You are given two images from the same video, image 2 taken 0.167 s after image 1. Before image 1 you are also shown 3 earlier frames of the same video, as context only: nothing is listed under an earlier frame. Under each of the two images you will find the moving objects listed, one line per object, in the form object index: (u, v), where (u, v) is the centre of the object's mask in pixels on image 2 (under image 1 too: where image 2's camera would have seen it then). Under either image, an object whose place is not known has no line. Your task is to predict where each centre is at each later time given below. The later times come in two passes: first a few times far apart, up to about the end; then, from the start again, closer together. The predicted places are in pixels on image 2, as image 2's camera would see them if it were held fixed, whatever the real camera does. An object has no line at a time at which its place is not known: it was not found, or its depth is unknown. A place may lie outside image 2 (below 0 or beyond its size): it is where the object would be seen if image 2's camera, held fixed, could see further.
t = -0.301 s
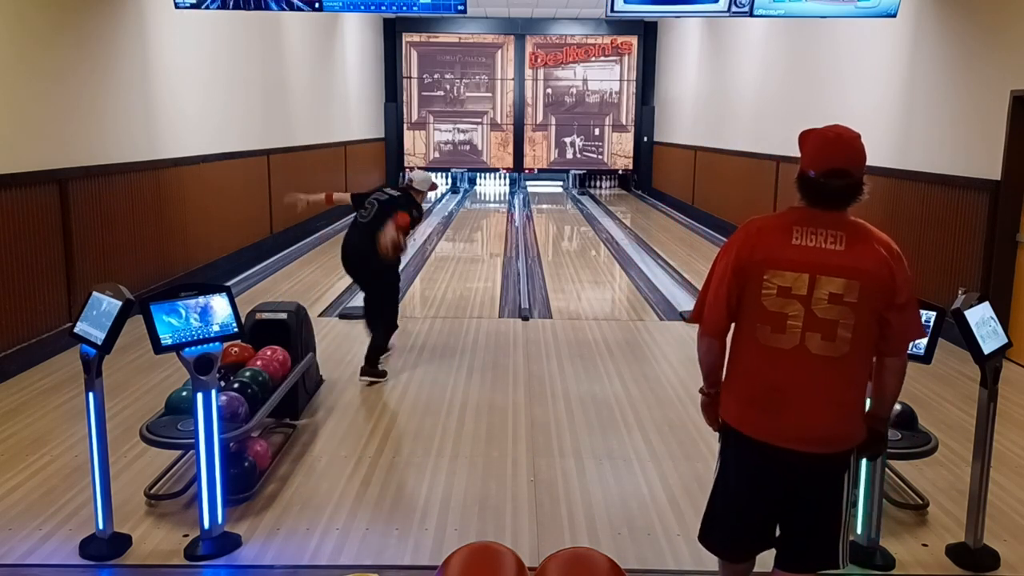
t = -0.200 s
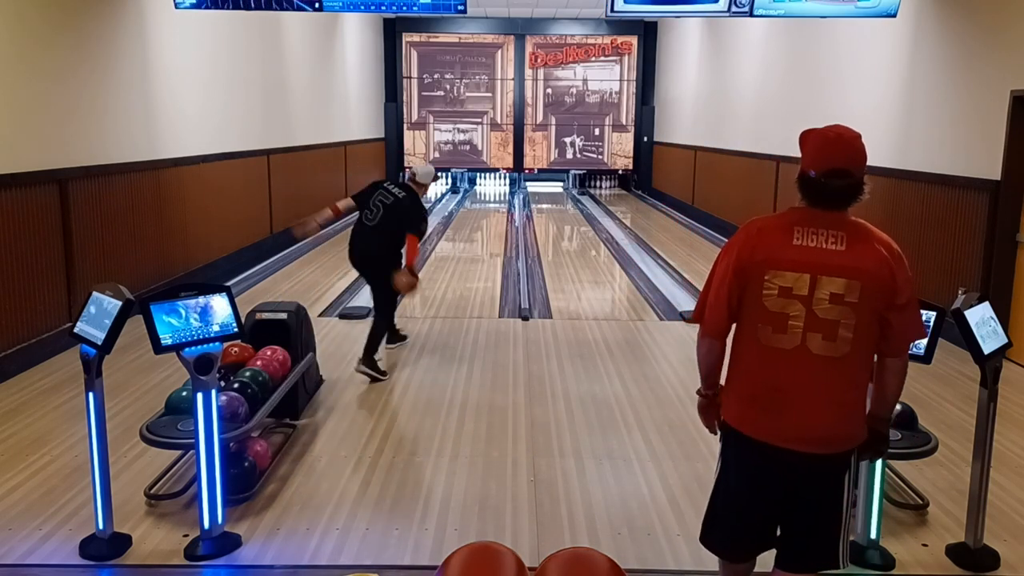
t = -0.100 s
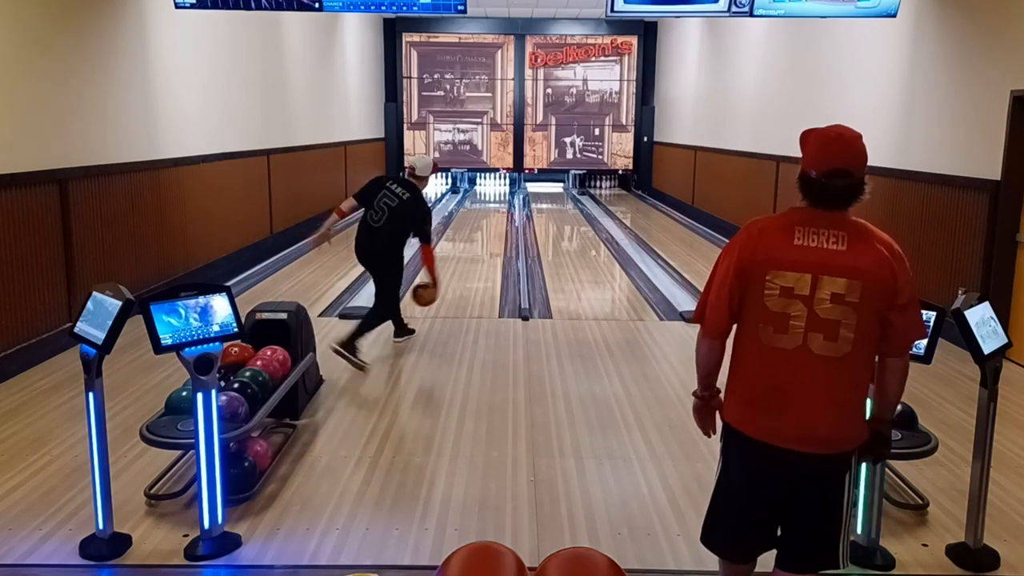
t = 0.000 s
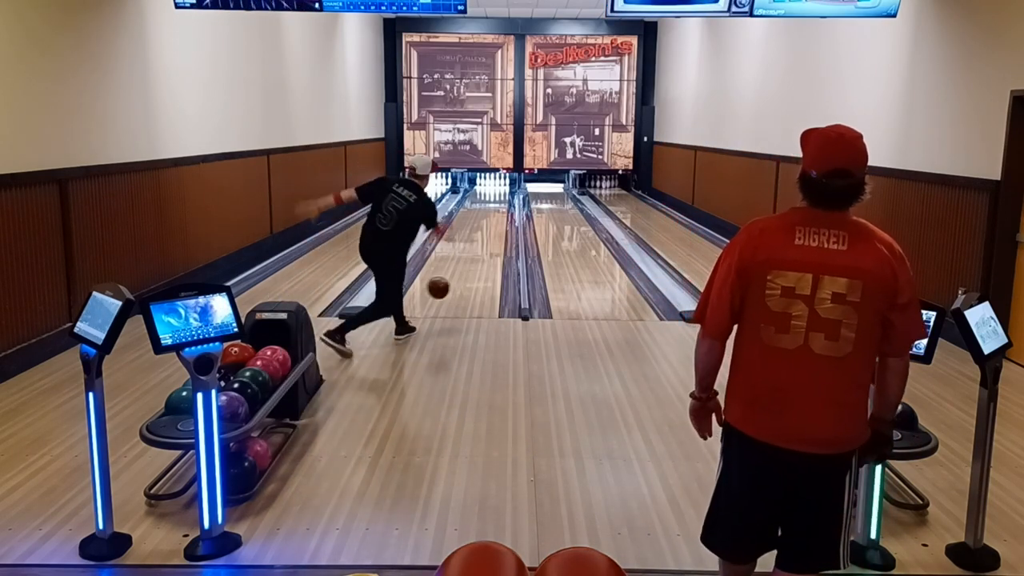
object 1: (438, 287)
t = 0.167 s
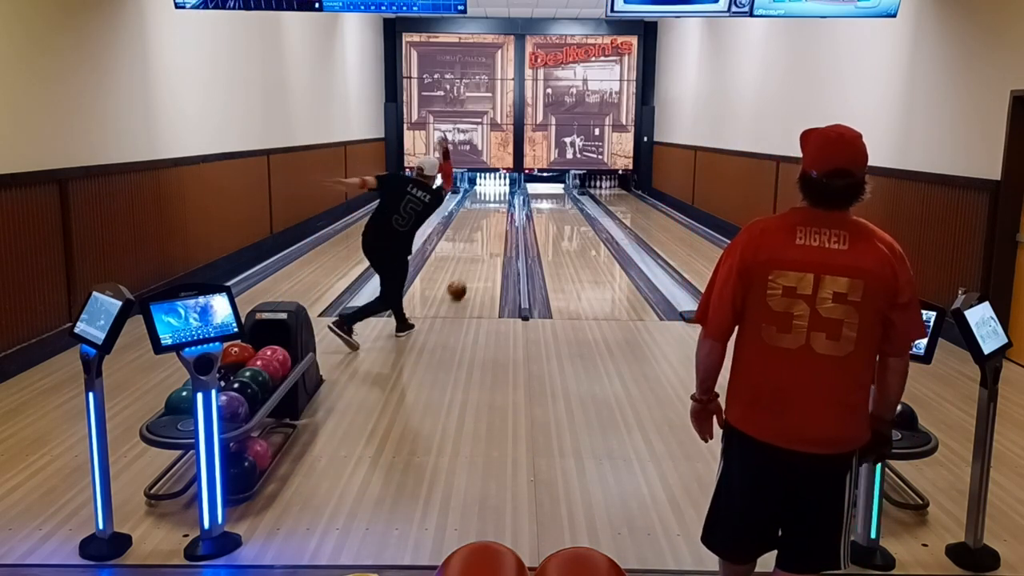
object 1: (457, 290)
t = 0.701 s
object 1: (490, 242)
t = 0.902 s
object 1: (497, 230)
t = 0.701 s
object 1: (490, 242)
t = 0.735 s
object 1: (491, 239)
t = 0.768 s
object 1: (492, 237)
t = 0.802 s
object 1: (494, 235)
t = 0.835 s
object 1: (495, 234)
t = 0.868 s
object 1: (496, 232)
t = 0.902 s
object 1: (497, 230)
